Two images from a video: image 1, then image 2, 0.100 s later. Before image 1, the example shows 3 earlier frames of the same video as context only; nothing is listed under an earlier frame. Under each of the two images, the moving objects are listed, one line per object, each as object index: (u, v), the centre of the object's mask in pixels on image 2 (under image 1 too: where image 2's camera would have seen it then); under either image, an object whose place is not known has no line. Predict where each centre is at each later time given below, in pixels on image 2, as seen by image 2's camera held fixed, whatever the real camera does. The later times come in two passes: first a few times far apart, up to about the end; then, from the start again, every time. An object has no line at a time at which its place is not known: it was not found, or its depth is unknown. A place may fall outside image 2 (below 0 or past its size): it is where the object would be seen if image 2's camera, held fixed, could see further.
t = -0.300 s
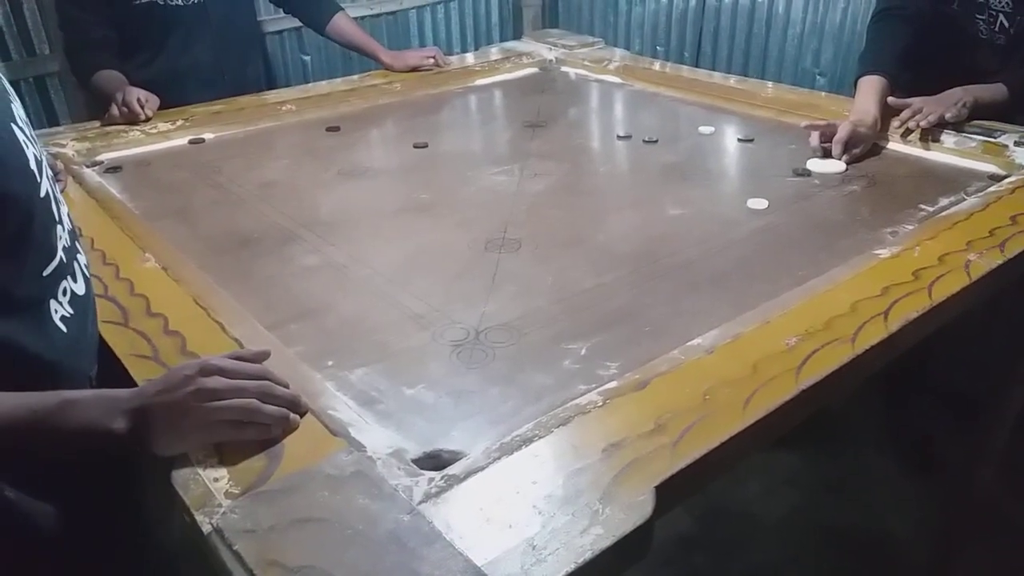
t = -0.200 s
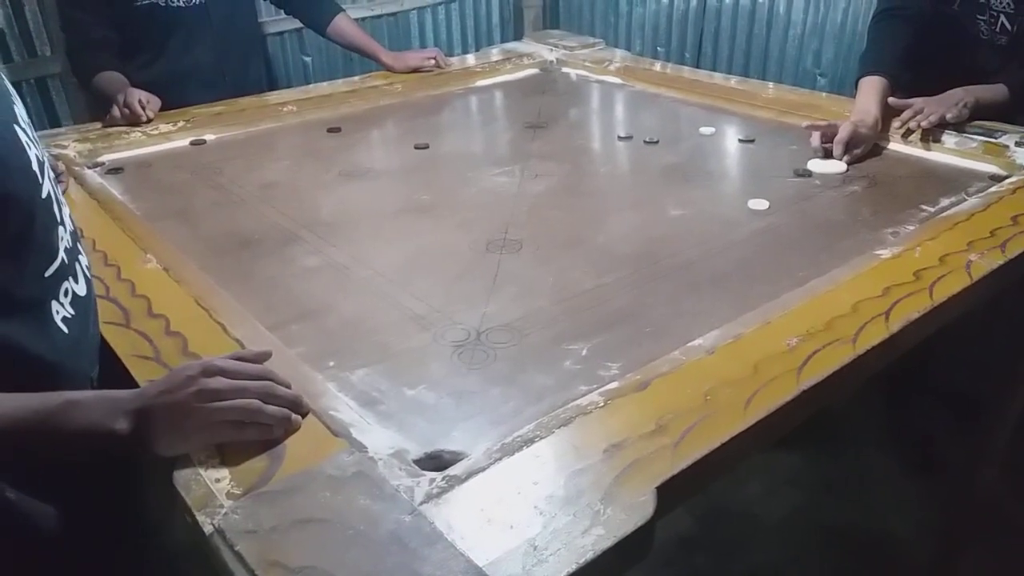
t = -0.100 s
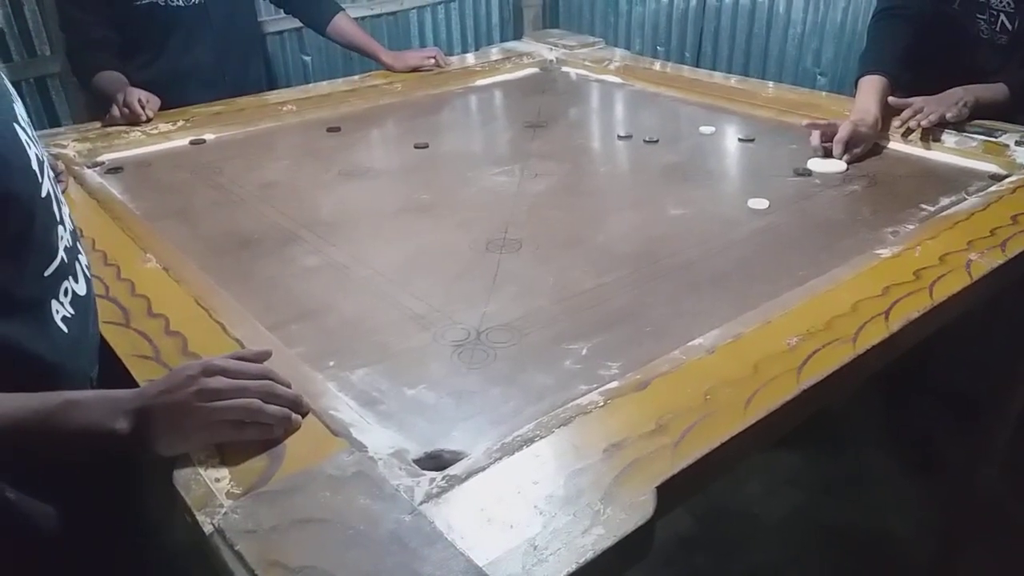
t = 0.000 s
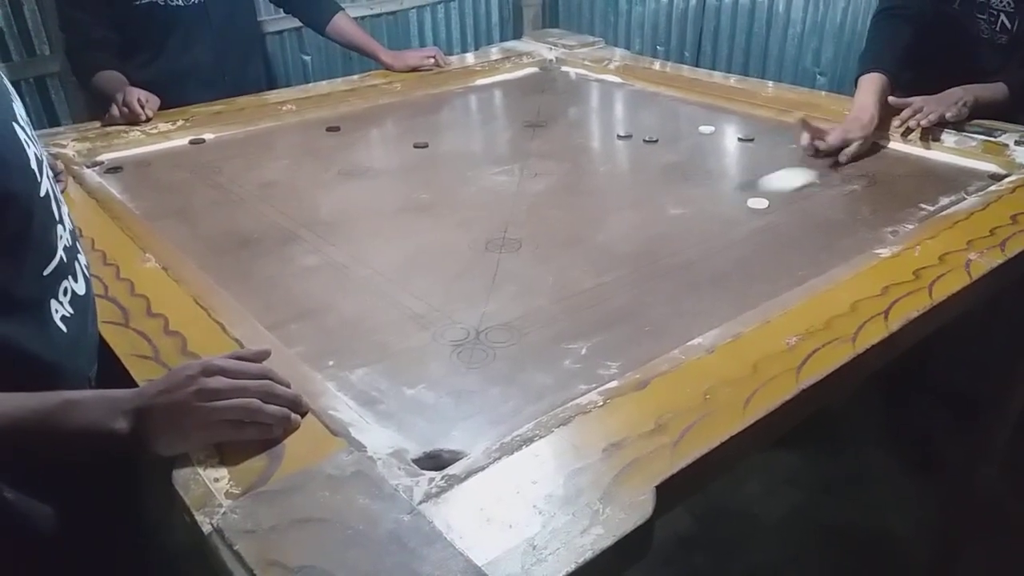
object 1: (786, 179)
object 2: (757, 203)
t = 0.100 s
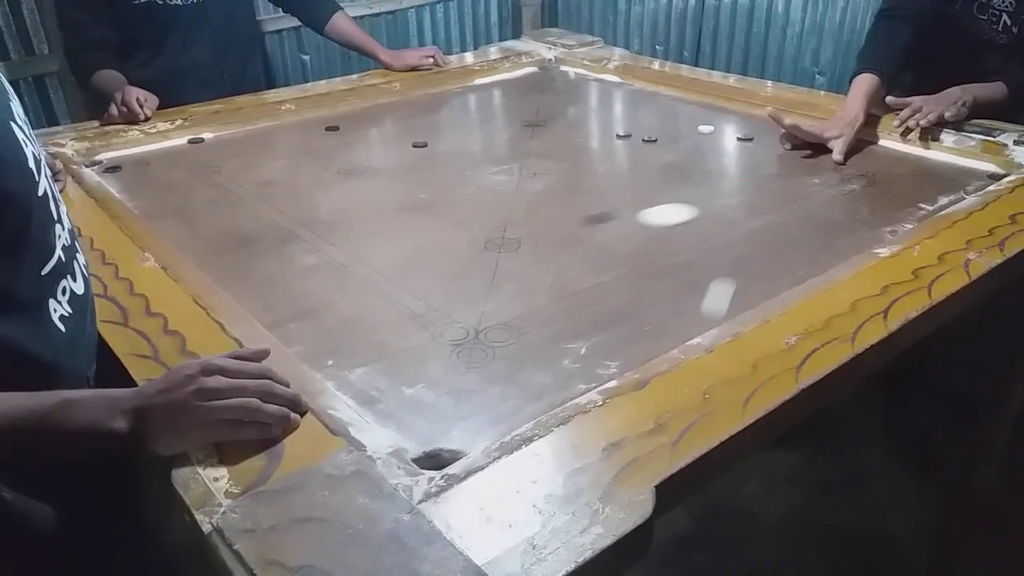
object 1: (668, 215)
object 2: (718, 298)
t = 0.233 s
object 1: (503, 257)
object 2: (400, 382)
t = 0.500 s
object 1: (307, 284)
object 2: (396, 311)
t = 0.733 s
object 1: (370, 244)
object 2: (575, 278)
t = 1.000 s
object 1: (393, 232)
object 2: (665, 259)
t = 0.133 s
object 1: (627, 225)
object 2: (672, 342)
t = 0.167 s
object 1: (587, 236)
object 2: (587, 355)
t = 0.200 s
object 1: (545, 246)
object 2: (496, 368)
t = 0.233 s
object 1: (503, 257)
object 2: (400, 382)
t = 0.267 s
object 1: (461, 267)
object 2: (326, 372)
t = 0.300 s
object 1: (418, 278)
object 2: (316, 363)
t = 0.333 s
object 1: (373, 289)
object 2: (301, 350)
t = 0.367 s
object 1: (328, 300)
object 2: (288, 338)
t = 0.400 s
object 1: (286, 308)
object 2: (284, 331)
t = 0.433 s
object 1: (277, 304)
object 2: (321, 324)
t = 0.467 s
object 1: (293, 293)
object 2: (361, 317)
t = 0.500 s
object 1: (307, 284)
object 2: (396, 311)
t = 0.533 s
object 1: (320, 276)
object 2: (428, 305)
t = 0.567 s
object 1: (331, 269)
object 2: (458, 300)
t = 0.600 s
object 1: (341, 262)
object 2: (486, 295)
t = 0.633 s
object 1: (350, 257)
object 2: (511, 290)
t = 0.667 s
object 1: (358, 252)
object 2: (534, 286)
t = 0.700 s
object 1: (365, 248)
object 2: (555, 282)
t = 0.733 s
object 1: (370, 244)
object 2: (575, 278)
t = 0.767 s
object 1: (376, 241)
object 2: (592, 275)
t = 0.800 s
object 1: (380, 239)
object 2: (608, 271)
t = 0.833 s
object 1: (383, 237)
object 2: (621, 269)
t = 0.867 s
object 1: (386, 235)
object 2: (633, 266)
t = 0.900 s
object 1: (388, 234)
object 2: (644, 264)
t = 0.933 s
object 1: (390, 233)
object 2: (652, 262)
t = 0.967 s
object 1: (392, 232)
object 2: (660, 260)
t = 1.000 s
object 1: (393, 232)
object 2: (665, 259)
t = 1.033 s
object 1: (393, 232)
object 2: (670, 258)
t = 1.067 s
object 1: (393, 232)
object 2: (673, 257)
